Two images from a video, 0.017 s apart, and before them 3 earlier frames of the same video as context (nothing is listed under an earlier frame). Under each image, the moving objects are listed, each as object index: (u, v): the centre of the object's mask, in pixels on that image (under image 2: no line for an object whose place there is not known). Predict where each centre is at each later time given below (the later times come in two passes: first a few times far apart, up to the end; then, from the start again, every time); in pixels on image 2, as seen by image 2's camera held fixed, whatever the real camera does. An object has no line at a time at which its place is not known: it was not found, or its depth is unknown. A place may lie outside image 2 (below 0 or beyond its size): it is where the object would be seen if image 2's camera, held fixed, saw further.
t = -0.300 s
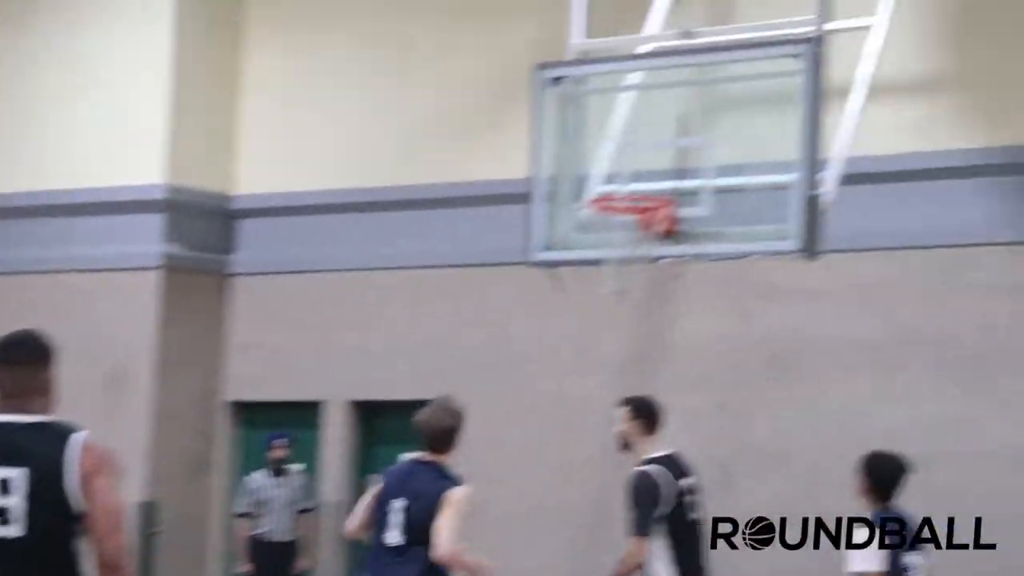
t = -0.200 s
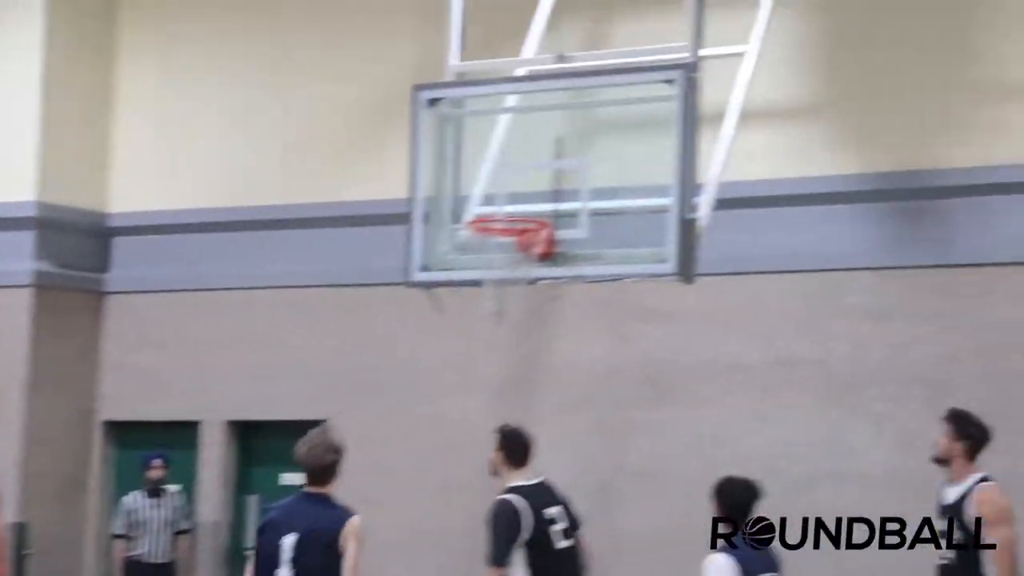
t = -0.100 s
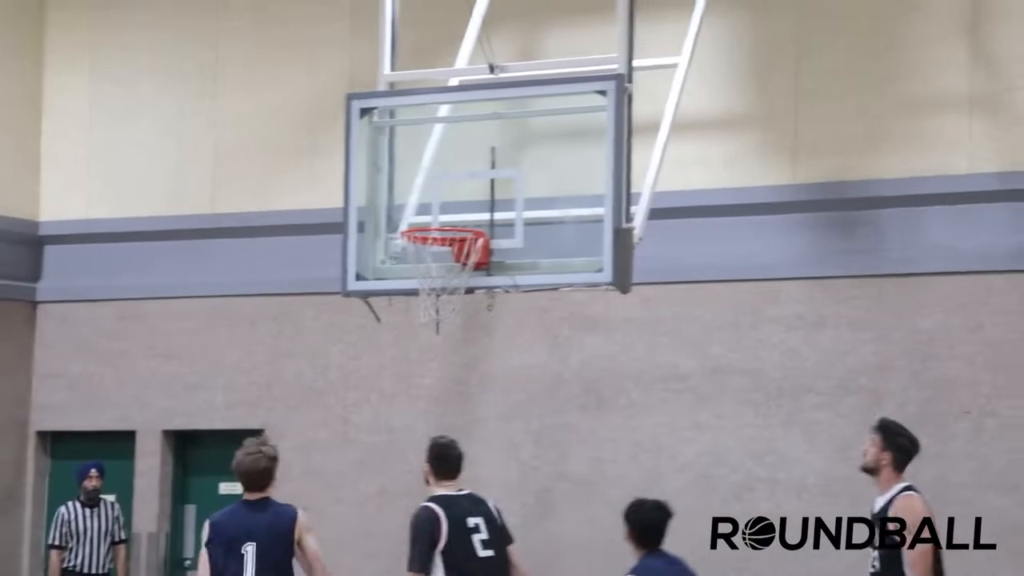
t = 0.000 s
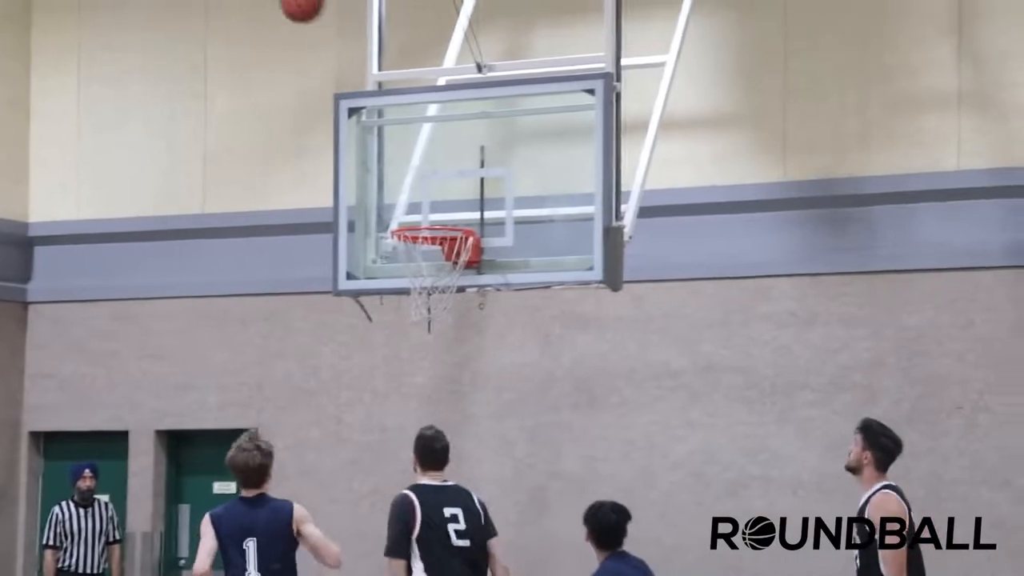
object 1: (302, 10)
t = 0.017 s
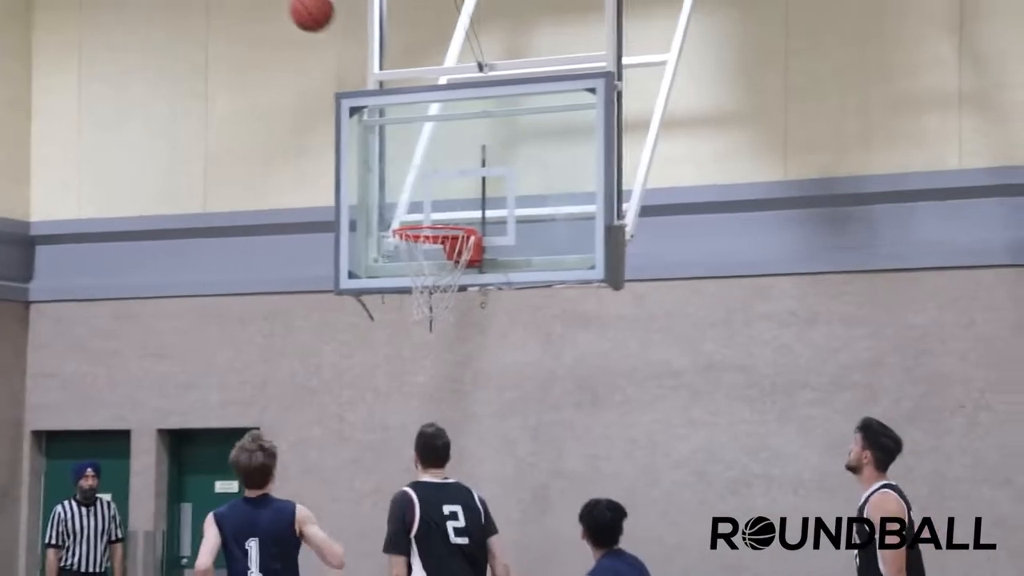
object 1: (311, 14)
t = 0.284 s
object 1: (445, 214)
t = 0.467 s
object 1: (461, 321)
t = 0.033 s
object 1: (320, 20)
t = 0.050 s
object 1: (329, 29)
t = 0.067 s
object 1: (338, 41)
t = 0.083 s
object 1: (347, 53)
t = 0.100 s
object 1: (355, 65)
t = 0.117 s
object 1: (364, 78)
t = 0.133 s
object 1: (372, 90)
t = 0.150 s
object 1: (381, 103)
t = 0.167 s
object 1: (388, 117)
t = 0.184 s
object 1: (397, 130)
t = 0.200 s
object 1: (404, 145)
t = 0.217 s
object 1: (413, 159)
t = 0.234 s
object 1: (421, 174)
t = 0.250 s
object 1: (430, 189)
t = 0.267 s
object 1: (437, 204)
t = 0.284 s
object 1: (445, 214)
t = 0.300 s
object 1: (455, 222)
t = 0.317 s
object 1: (451, 251)
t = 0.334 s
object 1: (461, 262)
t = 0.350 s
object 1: (461, 262)
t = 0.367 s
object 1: (460, 279)
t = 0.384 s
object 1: (462, 290)
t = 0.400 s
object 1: (462, 293)
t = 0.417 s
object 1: (462, 299)
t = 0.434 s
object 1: (462, 306)
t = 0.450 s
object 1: (462, 313)
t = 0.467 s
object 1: (461, 321)
